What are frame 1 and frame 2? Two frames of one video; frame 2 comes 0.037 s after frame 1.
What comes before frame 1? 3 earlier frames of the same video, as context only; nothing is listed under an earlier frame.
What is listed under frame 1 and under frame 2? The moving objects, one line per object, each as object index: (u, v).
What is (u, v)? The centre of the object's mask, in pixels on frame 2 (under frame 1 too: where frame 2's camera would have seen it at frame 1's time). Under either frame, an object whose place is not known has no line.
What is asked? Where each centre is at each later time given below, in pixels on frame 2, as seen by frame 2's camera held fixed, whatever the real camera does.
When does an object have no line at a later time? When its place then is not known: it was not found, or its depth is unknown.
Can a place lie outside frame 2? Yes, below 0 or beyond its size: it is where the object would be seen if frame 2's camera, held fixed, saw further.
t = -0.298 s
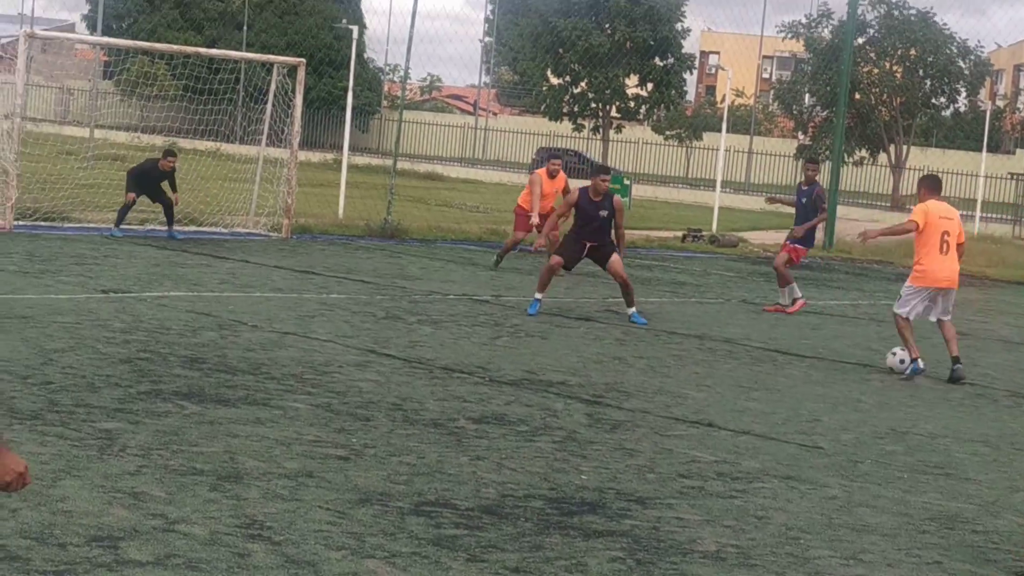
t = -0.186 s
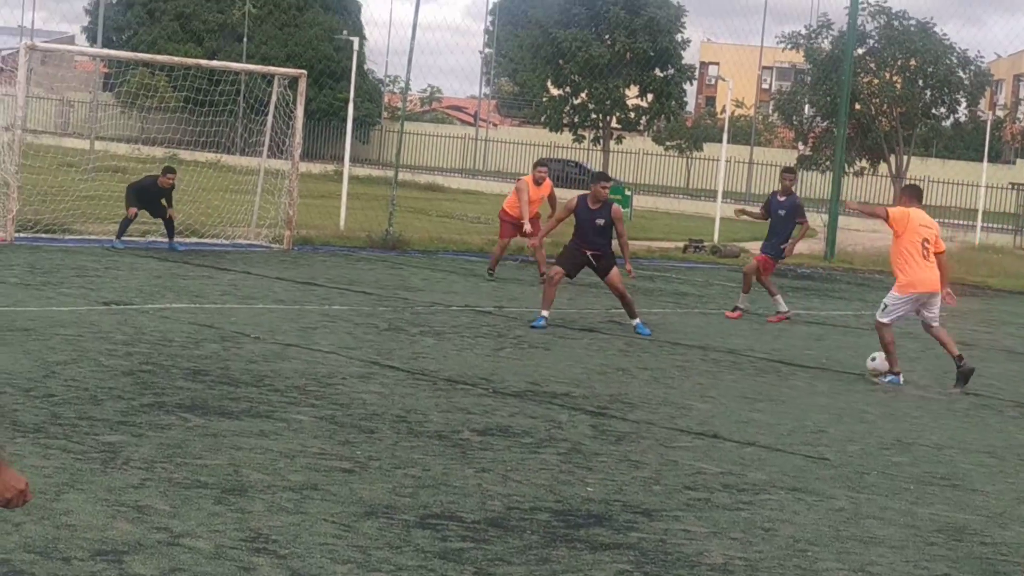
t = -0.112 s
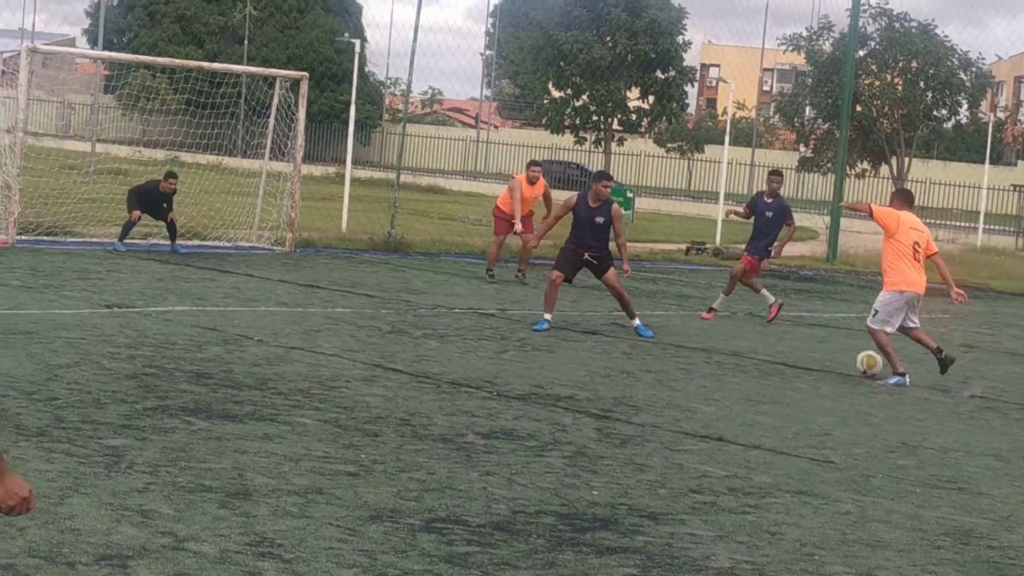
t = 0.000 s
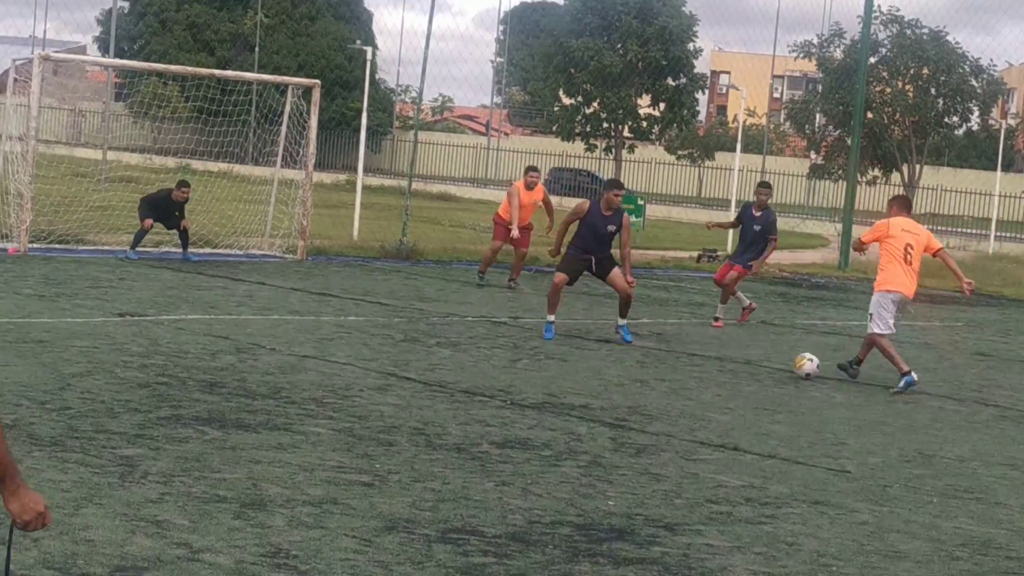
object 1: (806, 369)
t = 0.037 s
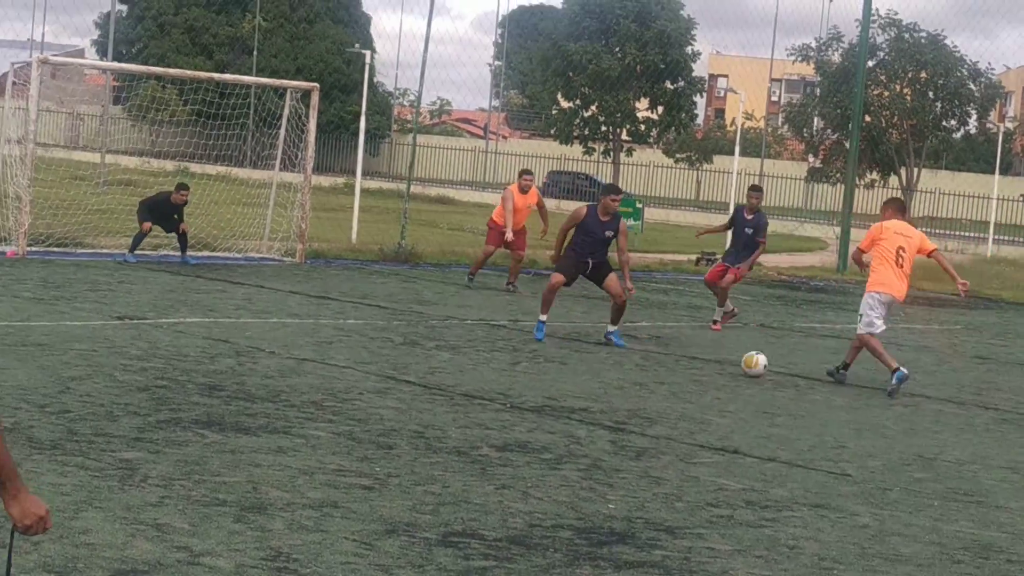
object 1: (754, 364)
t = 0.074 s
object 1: (707, 357)
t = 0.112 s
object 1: (659, 353)
